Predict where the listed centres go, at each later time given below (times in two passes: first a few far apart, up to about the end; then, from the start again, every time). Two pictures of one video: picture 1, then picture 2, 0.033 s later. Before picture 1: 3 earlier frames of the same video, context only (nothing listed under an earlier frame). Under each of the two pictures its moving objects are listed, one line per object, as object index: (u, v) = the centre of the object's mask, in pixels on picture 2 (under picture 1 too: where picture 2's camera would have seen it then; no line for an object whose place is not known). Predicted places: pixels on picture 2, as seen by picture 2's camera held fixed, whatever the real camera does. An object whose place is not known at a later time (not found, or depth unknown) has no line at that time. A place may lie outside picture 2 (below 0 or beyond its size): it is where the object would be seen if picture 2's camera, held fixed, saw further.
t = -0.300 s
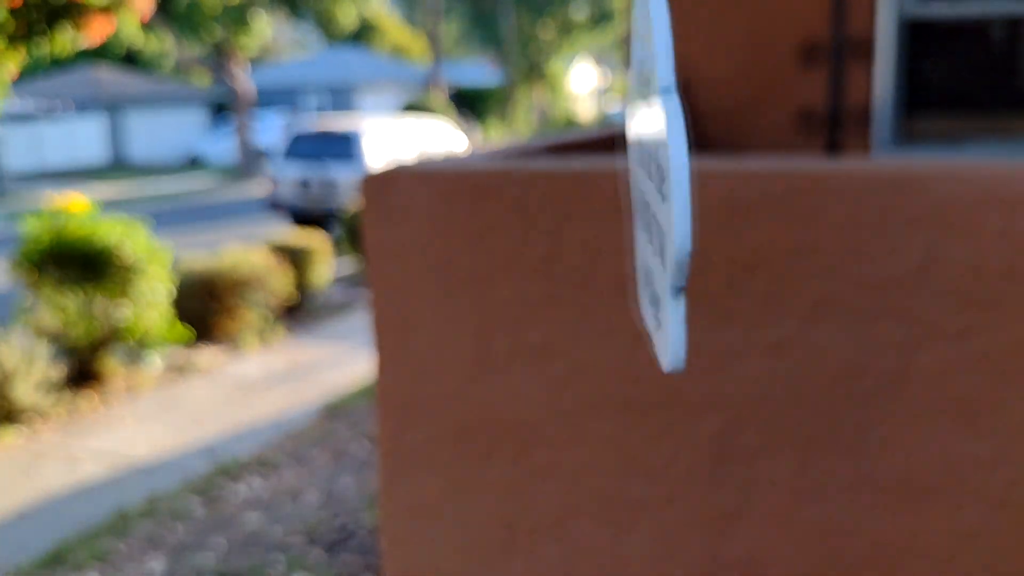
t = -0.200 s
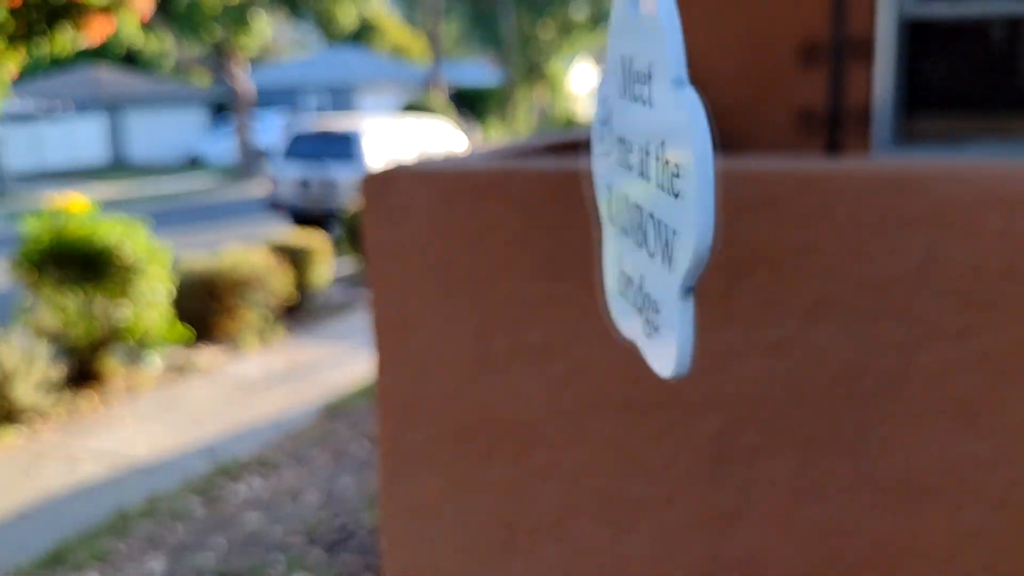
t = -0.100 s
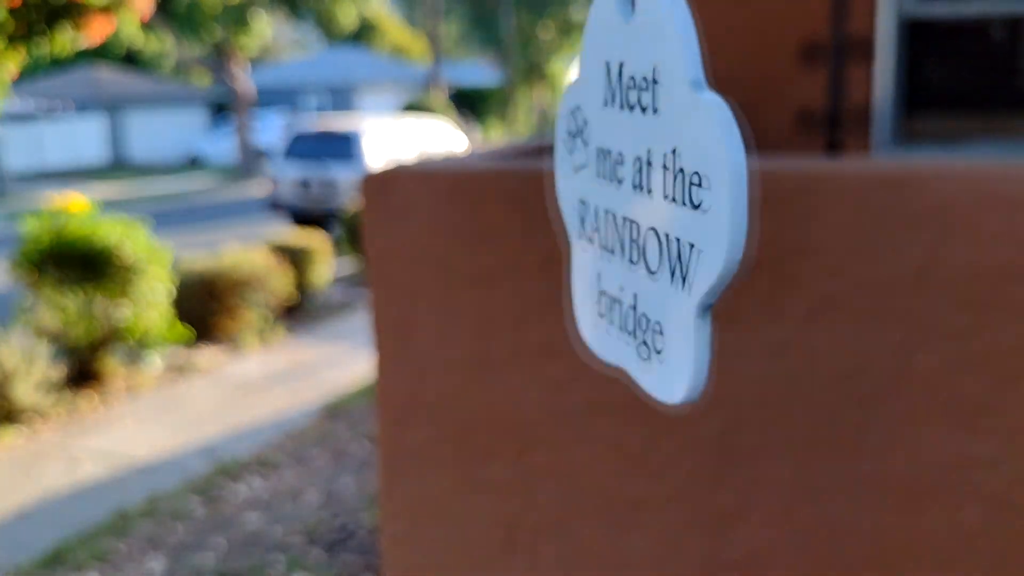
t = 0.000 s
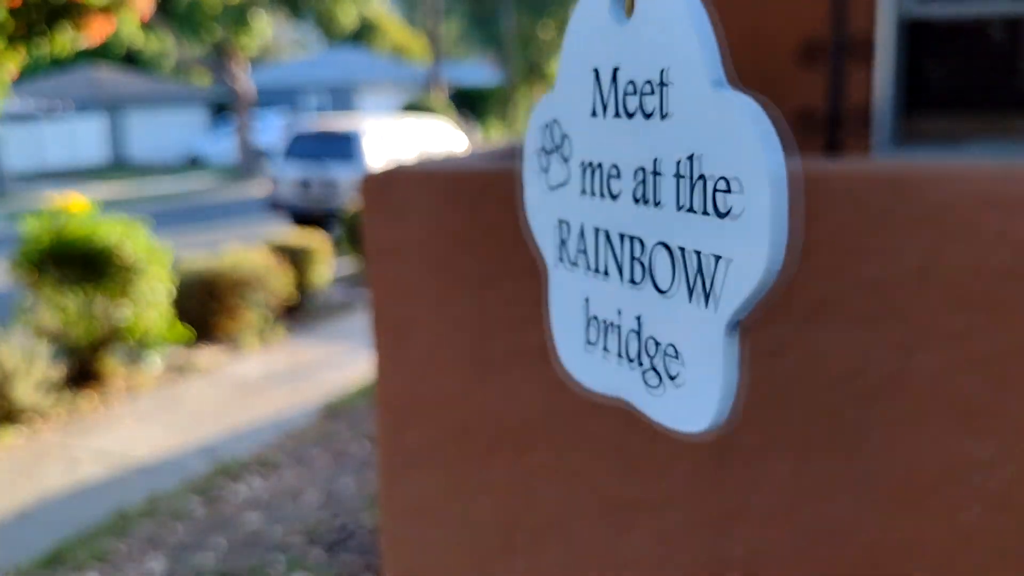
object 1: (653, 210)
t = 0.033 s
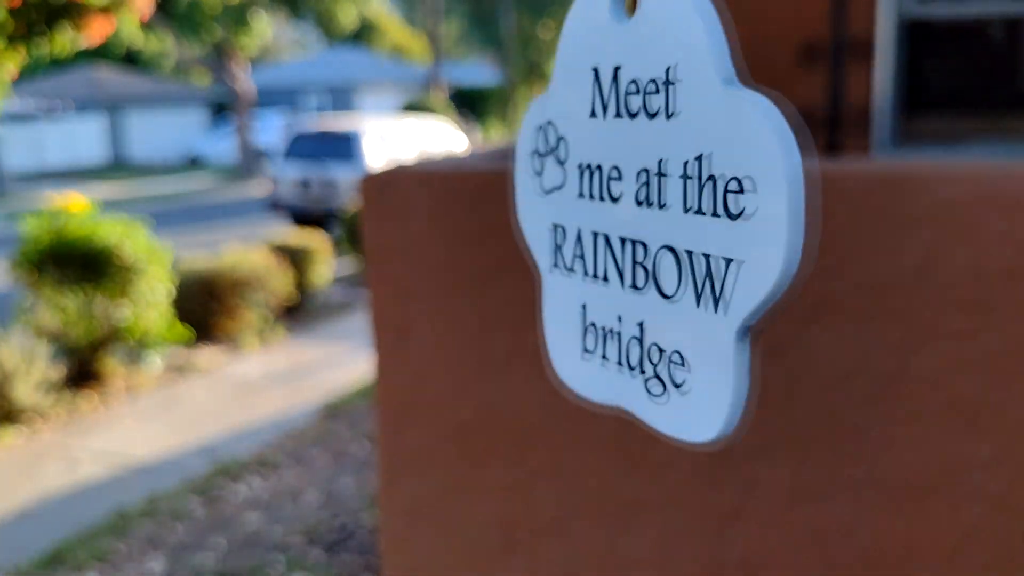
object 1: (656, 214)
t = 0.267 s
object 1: (682, 231)
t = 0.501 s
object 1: (644, 194)
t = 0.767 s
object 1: (534, 192)
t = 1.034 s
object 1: (540, 225)
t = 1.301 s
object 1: (629, 230)
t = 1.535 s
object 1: (616, 199)
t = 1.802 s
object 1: (584, 176)
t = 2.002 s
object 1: (585, 193)
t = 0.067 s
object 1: (661, 217)
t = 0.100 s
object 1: (668, 221)
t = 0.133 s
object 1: (673, 224)
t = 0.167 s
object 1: (678, 227)
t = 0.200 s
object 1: (682, 230)
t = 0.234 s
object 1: (683, 231)
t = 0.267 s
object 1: (682, 231)
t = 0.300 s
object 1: (679, 228)
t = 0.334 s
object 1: (675, 224)
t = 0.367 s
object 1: (671, 218)
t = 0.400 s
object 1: (667, 211)
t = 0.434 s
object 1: (662, 205)
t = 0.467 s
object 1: (655, 199)
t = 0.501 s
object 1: (644, 194)
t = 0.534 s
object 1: (631, 192)
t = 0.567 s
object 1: (618, 190)
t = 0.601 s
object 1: (603, 193)
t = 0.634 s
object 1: (576, 196)
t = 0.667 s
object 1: (565, 195)
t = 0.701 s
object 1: (554, 191)
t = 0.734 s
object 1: (543, 189)
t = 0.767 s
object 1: (534, 192)
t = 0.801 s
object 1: (526, 193)
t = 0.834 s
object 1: (522, 198)
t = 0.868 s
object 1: (518, 203)
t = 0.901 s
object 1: (519, 207)
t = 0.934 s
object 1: (520, 212)
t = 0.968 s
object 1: (524, 217)
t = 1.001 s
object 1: (532, 221)
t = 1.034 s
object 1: (540, 225)
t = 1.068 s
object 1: (549, 229)
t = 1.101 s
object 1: (560, 233)
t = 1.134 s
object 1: (573, 236)
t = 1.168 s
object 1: (586, 238)
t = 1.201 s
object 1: (597, 237)
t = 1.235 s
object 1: (609, 236)
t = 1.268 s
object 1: (622, 234)
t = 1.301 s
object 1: (629, 230)
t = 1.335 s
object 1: (635, 227)
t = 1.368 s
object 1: (637, 223)
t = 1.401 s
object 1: (637, 219)
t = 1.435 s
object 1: (633, 215)
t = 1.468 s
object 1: (628, 210)
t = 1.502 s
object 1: (623, 205)
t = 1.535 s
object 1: (616, 199)
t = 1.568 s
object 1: (611, 205)
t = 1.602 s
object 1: (604, 192)
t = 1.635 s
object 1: (599, 186)
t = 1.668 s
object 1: (594, 182)
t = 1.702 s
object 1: (591, 180)
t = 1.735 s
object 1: (587, 177)
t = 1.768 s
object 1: (585, 176)
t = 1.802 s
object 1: (584, 176)
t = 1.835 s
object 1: (582, 177)
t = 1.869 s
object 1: (582, 179)
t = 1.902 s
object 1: (582, 182)
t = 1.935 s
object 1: (583, 185)
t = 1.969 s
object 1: (584, 189)
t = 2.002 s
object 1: (585, 193)
